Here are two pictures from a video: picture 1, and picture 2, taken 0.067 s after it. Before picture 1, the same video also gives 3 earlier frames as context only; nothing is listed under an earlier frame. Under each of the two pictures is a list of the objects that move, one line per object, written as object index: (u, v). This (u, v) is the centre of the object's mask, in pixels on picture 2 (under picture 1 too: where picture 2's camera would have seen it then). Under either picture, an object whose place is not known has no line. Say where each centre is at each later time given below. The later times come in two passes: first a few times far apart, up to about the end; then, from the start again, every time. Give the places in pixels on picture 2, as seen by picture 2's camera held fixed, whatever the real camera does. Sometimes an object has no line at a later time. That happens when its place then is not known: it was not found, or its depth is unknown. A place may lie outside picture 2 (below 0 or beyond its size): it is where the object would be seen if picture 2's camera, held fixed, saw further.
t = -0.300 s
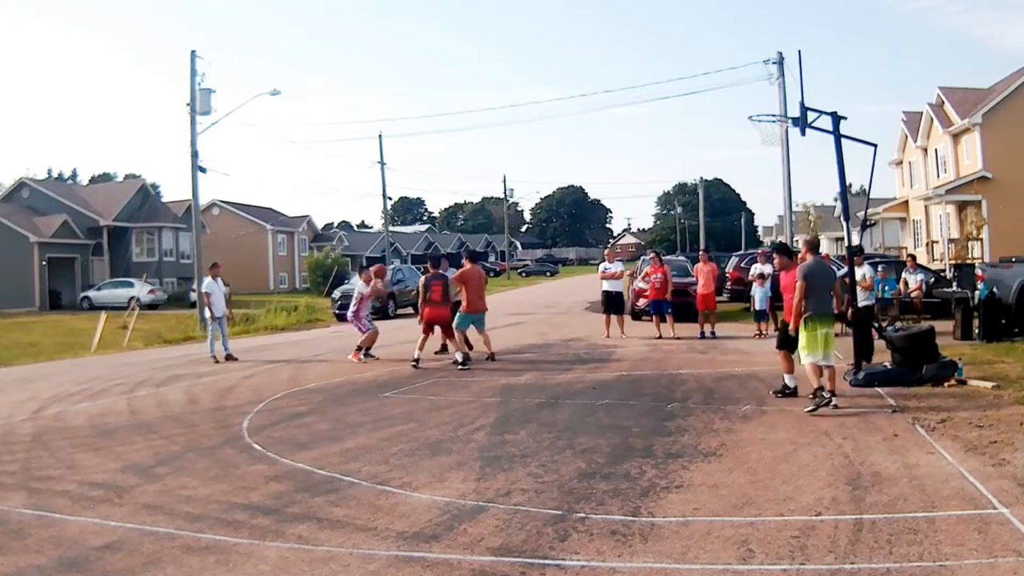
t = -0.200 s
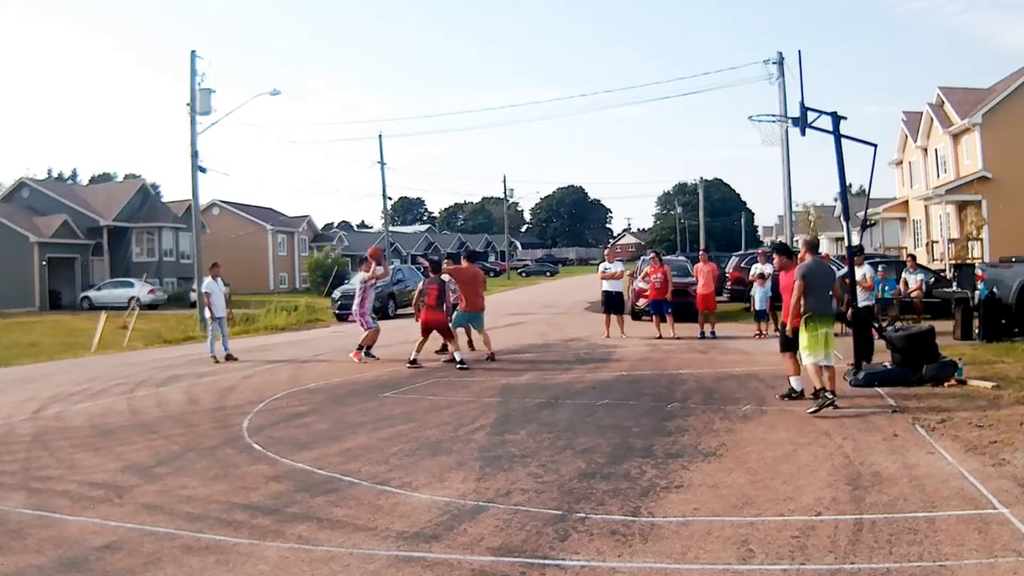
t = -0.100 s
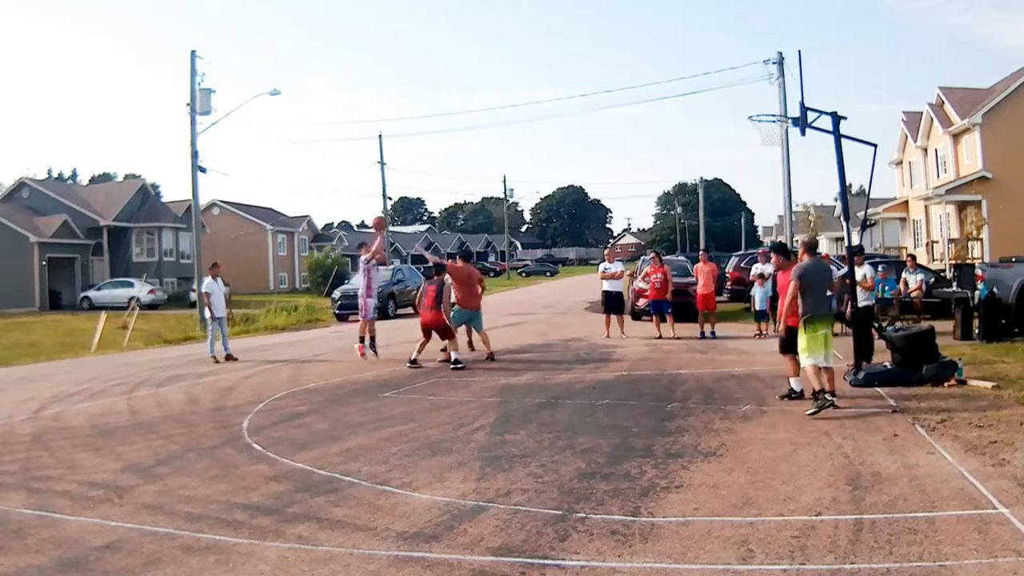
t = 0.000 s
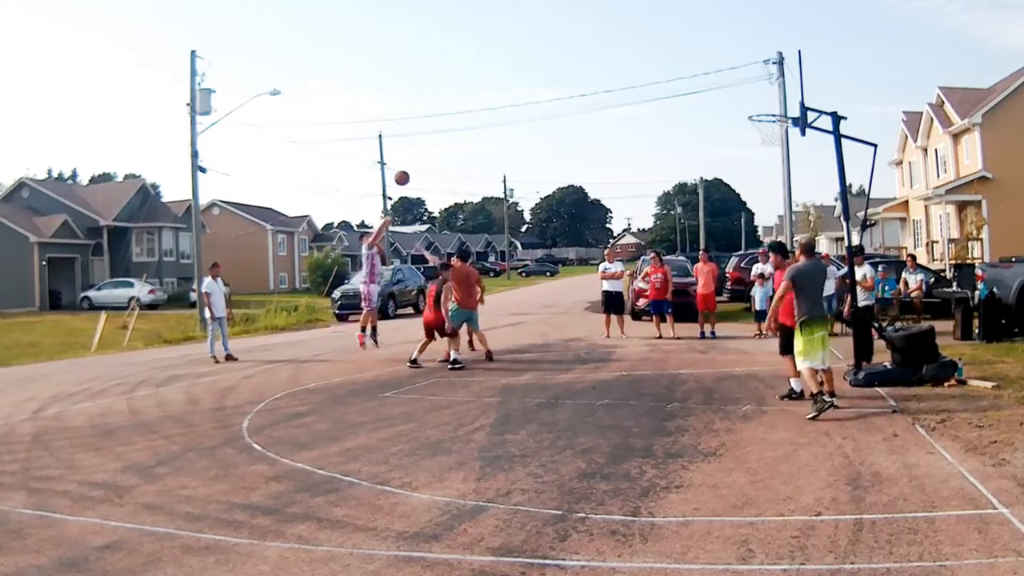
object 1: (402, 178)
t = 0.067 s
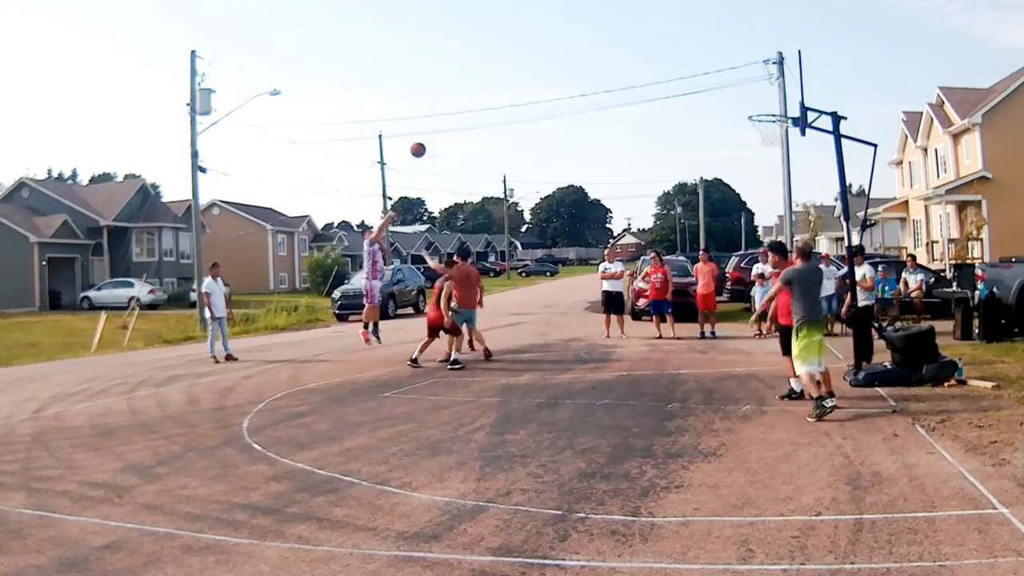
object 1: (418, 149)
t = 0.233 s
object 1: (460, 89)
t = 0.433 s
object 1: (516, 35)
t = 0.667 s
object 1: (587, 5)
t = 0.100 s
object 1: (426, 136)
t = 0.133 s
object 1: (435, 124)
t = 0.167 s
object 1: (443, 112)
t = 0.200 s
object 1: (452, 100)
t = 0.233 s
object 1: (460, 89)
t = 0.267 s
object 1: (469, 78)
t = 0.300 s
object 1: (478, 69)
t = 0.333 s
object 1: (487, 59)
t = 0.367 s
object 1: (496, 51)
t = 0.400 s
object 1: (506, 43)
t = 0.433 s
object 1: (516, 35)
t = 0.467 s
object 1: (525, 29)
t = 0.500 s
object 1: (535, 23)
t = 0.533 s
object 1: (545, 18)
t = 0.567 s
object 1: (555, 13)
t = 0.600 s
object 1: (566, 9)
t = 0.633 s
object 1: (577, 6)
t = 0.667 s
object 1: (587, 5)
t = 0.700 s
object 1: (598, 4)
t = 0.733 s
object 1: (610, 4)
